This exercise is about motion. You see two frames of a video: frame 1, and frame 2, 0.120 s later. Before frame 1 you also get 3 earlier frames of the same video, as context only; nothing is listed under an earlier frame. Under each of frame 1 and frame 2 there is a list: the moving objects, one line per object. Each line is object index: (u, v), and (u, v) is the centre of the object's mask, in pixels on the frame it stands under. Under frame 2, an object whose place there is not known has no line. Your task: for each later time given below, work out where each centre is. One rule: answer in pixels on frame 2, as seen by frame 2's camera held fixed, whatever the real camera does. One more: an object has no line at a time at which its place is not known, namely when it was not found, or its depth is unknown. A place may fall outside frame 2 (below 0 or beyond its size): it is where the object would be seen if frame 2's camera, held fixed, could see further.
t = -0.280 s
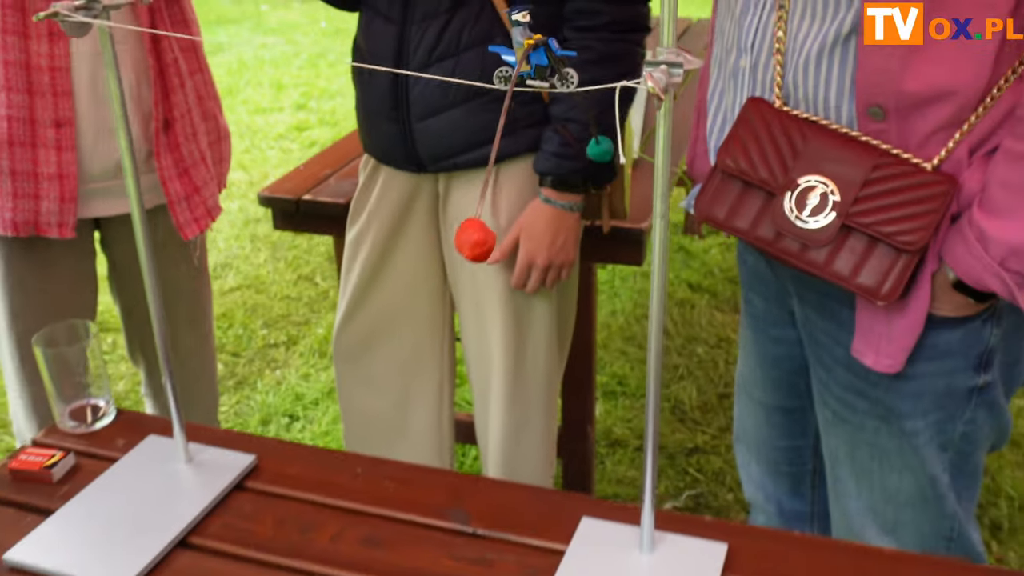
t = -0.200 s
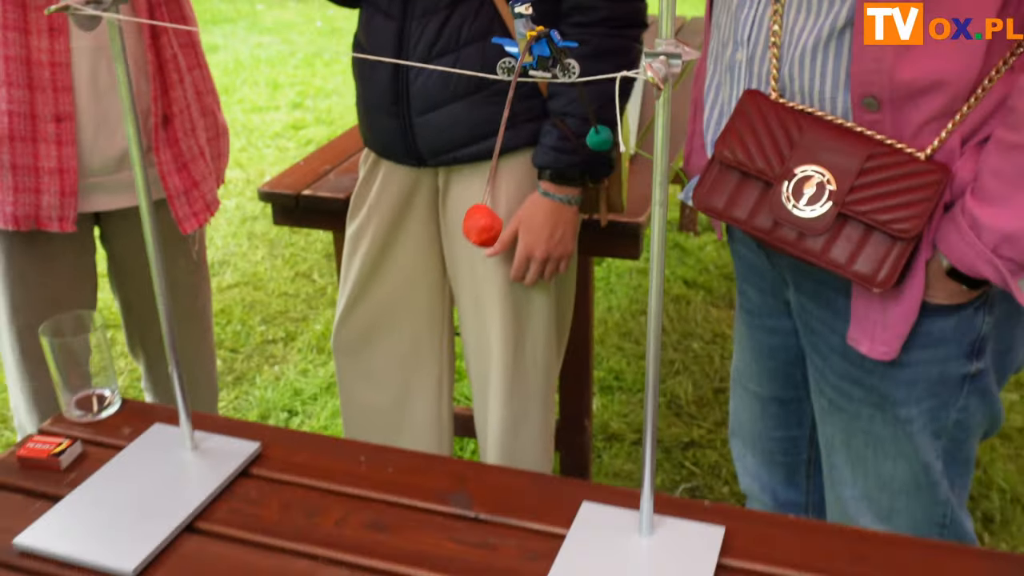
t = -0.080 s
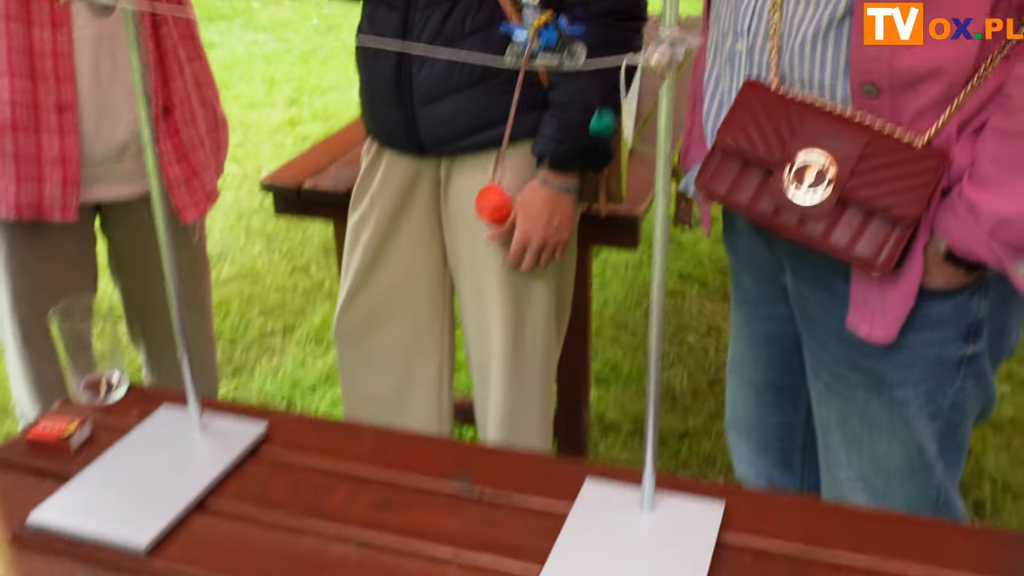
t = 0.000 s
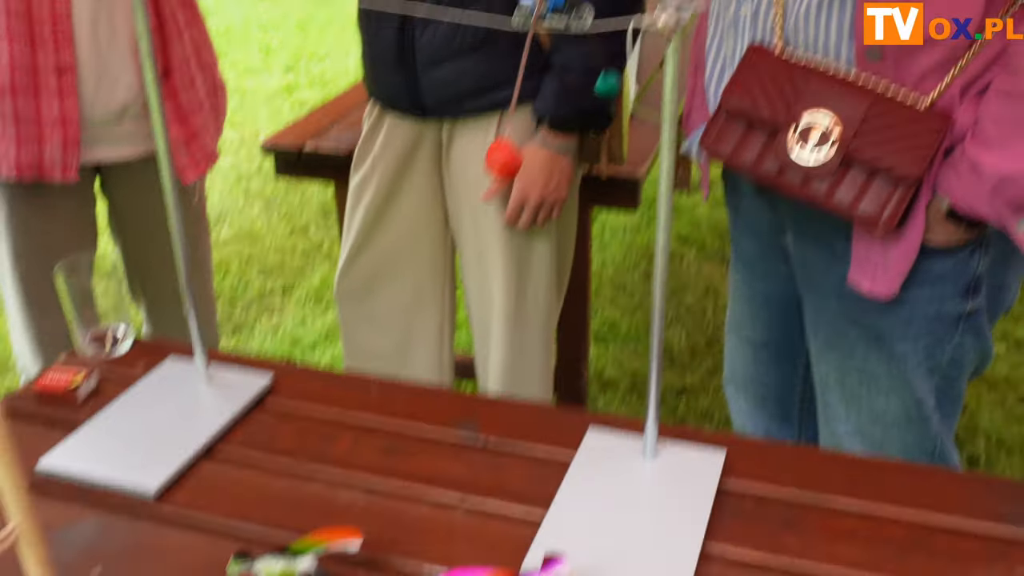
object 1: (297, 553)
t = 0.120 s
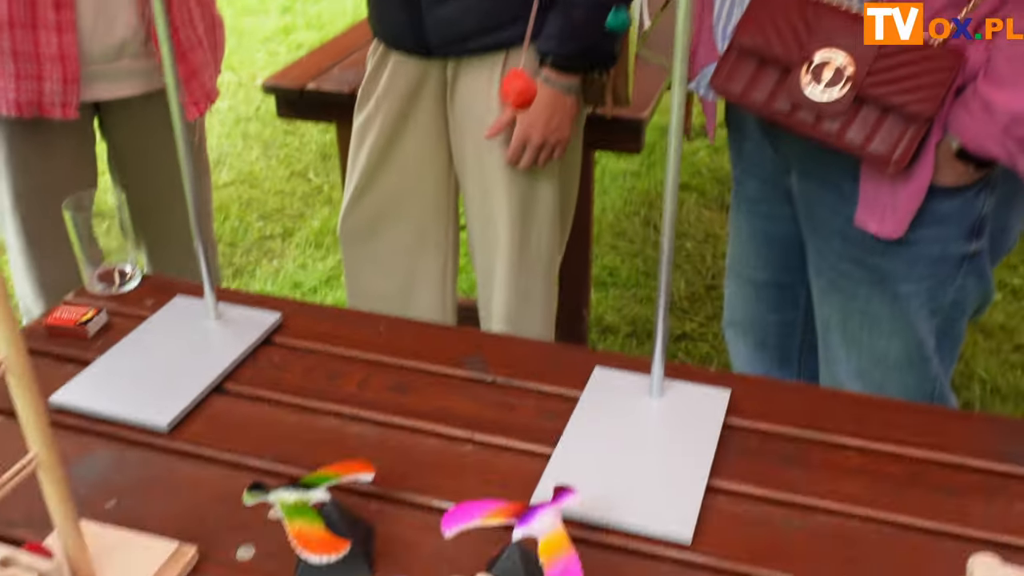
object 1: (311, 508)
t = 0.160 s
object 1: (311, 509)
